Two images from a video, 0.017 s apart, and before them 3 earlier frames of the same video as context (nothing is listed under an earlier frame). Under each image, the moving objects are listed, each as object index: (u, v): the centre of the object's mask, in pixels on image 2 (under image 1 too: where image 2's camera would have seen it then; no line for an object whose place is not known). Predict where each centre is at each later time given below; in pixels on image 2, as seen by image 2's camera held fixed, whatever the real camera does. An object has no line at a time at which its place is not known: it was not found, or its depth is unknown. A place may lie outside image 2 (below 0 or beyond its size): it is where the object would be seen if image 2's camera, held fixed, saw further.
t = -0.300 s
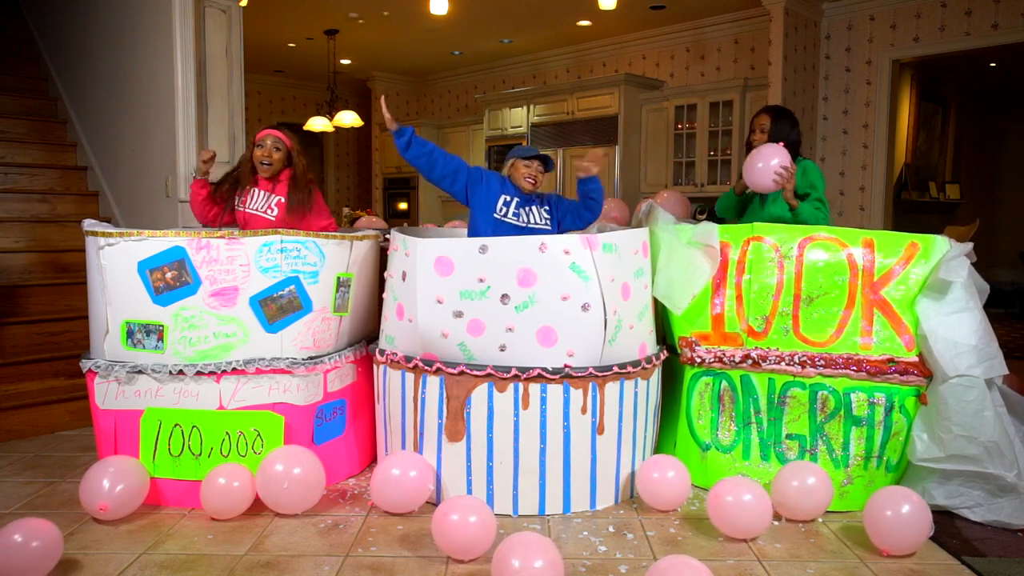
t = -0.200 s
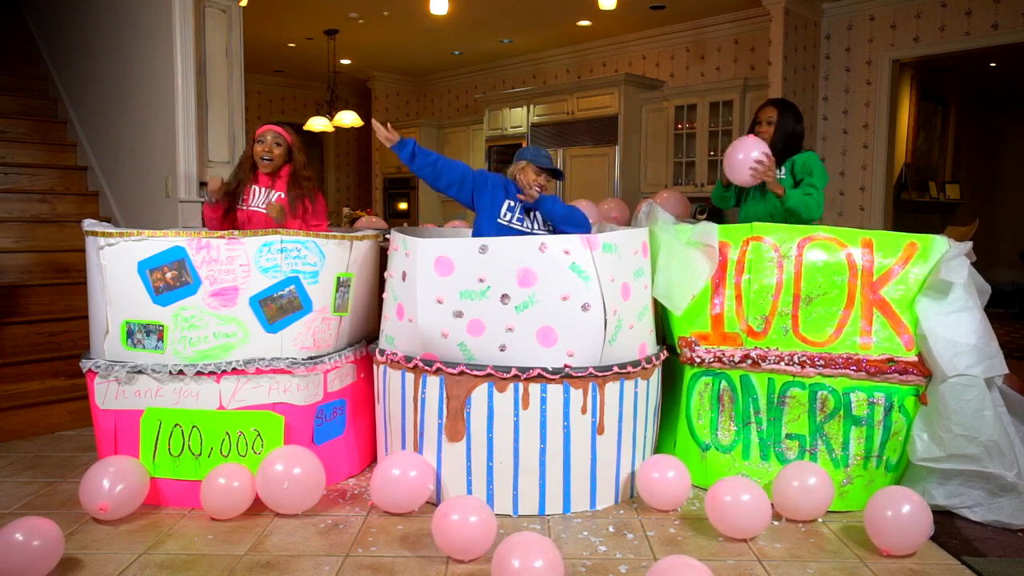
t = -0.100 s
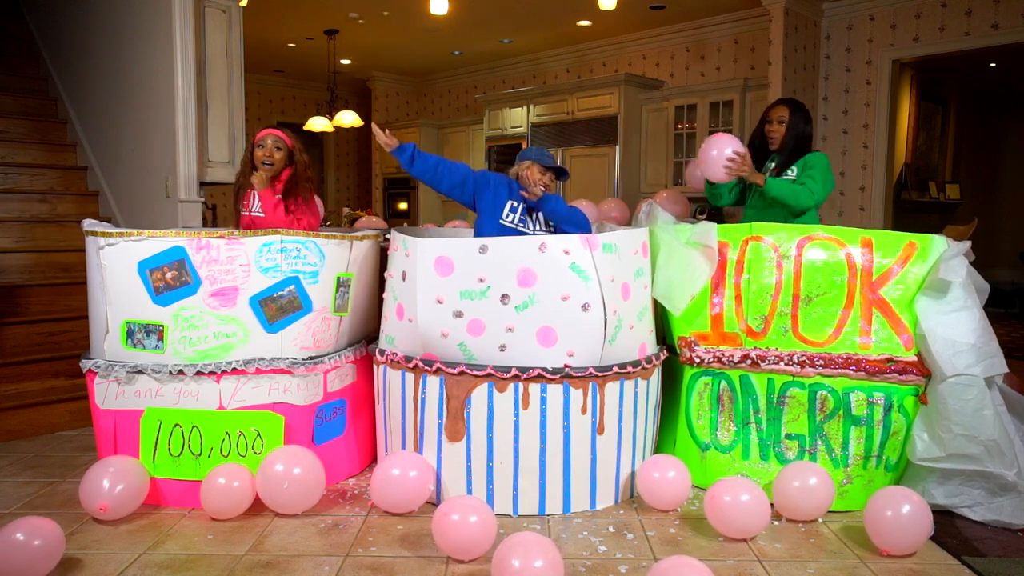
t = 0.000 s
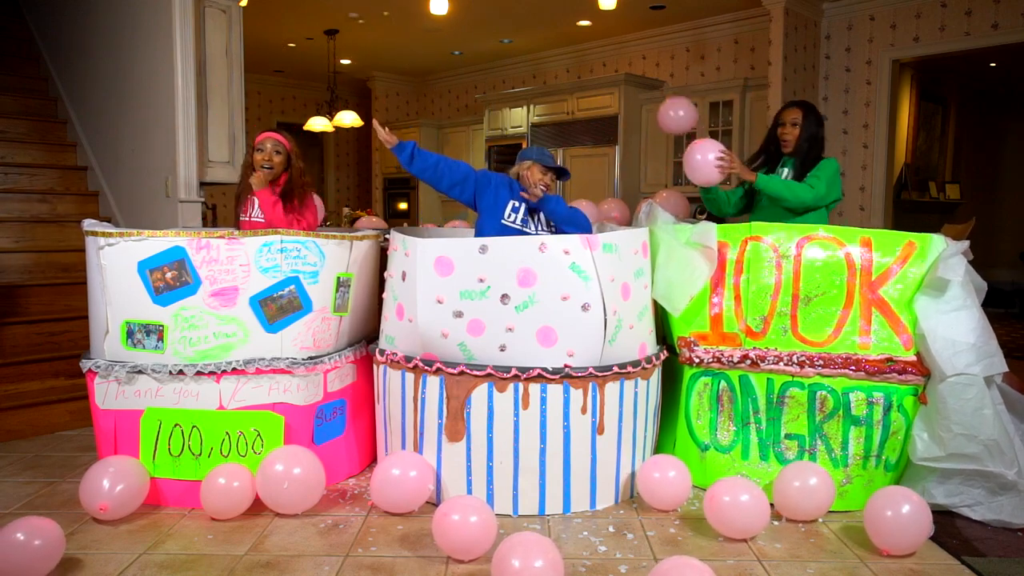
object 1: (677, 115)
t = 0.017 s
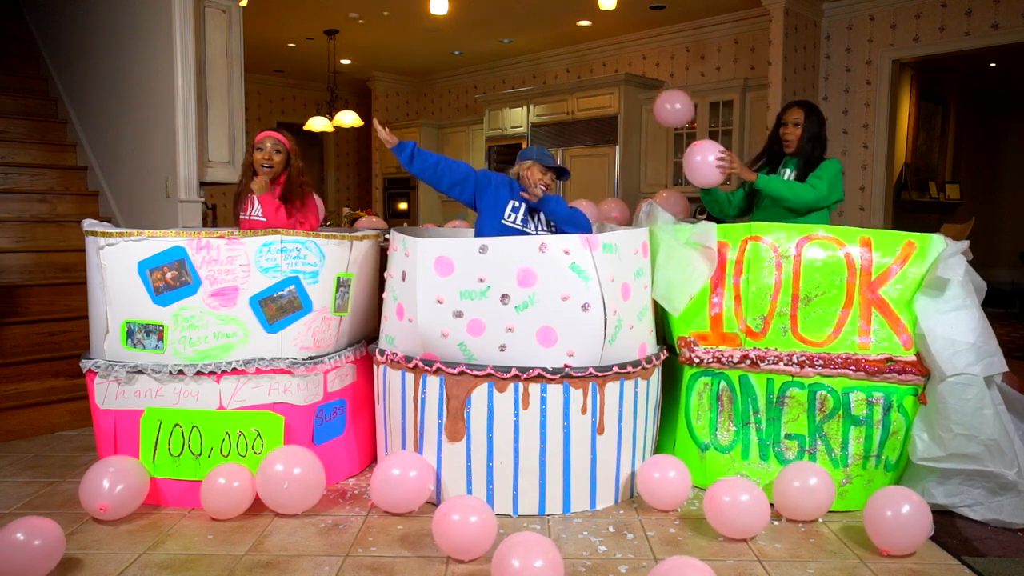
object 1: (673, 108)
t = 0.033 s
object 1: (670, 102)
